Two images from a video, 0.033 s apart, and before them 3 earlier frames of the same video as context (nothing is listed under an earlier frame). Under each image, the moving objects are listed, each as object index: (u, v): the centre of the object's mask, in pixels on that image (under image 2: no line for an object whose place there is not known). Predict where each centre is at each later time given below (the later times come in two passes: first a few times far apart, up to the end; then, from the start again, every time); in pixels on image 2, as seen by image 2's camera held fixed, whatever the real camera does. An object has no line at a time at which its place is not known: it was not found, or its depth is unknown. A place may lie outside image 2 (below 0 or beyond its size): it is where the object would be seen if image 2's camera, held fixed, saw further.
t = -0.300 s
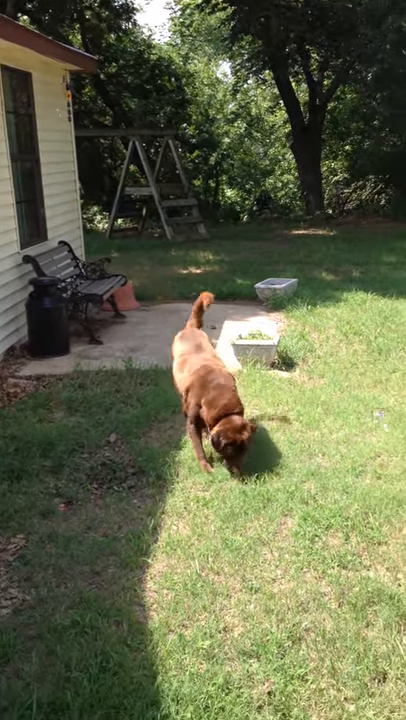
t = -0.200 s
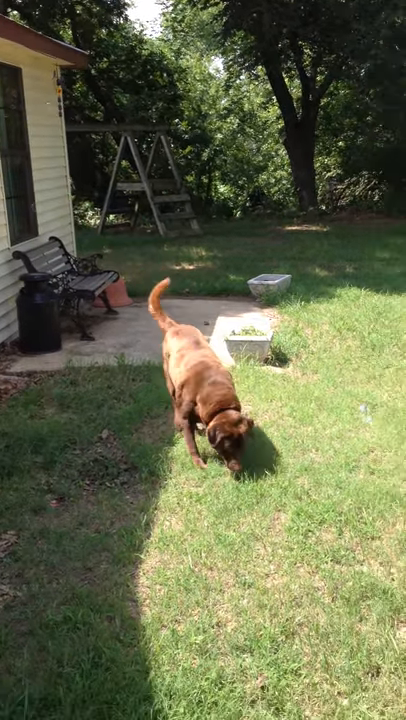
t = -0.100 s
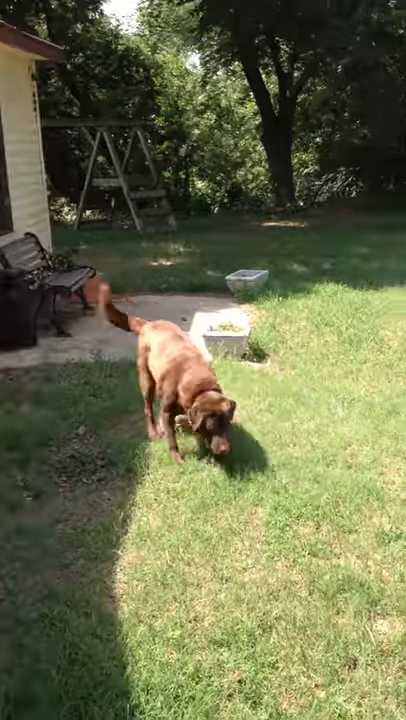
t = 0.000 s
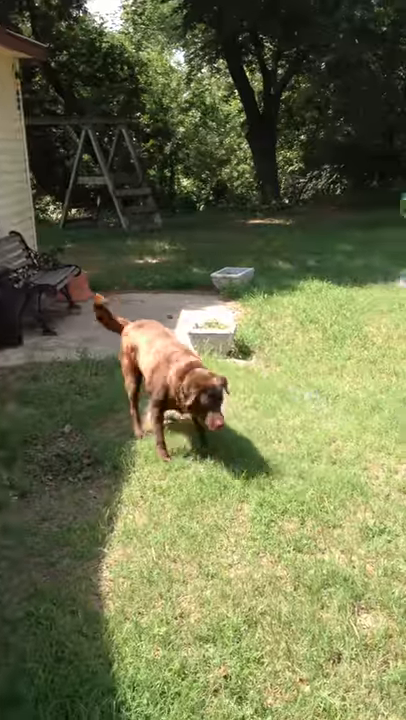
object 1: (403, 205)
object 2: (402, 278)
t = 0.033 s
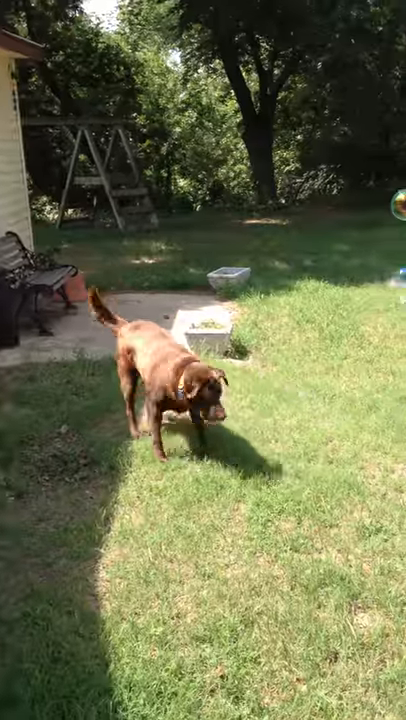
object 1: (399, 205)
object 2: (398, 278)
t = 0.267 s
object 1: (373, 210)
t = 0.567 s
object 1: (342, 216)
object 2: (360, 284)
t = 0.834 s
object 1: (319, 222)
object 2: (351, 286)
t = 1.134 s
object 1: (296, 231)
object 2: (338, 286)
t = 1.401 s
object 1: (277, 240)
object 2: (331, 280)
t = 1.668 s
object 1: (261, 247)
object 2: (326, 278)
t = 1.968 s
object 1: (244, 251)
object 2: (321, 274)
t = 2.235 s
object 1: (233, 256)
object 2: (321, 270)
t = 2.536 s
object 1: (223, 261)
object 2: (319, 267)
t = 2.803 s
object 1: (216, 266)
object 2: (316, 264)
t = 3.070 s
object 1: (208, 271)
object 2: (308, 259)
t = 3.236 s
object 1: (203, 283)
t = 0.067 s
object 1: (398, 205)
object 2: (399, 279)
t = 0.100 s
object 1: (396, 206)
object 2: (399, 277)
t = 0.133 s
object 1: (392, 206)
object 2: (395, 279)
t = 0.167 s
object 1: (386, 207)
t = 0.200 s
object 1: (381, 208)
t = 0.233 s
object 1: (377, 208)
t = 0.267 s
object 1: (373, 210)
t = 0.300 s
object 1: (369, 210)
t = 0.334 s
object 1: (365, 211)
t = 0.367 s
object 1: (361, 212)
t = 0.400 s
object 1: (358, 213)
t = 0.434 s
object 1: (355, 213)
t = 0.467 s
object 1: (351, 214)
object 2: (365, 284)
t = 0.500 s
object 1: (348, 215)
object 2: (361, 283)
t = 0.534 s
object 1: (345, 216)
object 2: (359, 283)
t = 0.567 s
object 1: (342, 216)
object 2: (360, 284)
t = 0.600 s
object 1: (339, 217)
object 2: (358, 284)
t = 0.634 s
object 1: (335, 218)
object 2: (356, 283)
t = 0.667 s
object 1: (333, 218)
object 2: (355, 284)
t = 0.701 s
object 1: (330, 219)
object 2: (354, 284)
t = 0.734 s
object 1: (327, 220)
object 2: (354, 286)
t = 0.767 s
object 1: (324, 220)
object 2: (354, 286)
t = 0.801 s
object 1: (322, 221)
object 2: (353, 287)
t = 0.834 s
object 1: (319, 222)
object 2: (351, 286)
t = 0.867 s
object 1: (316, 223)
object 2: (349, 286)
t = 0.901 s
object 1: (314, 224)
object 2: (348, 287)
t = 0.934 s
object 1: (311, 225)
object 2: (348, 287)
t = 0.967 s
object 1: (308, 226)
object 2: (347, 288)
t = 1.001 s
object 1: (306, 226)
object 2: (346, 288)
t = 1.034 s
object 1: (303, 228)
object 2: (341, 287)
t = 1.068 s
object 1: (301, 229)
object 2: (340, 285)
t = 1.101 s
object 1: (298, 230)
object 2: (339, 286)
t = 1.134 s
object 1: (296, 231)
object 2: (338, 286)
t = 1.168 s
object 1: (293, 232)
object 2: (336, 285)
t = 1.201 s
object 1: (290, 233)
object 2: (334, 284)
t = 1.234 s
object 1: (288, 234)
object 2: (334, 284)
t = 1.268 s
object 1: (286, 236)
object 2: (333, 283)
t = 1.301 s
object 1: (284, 237)
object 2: (333, 283)
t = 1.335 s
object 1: (281, 238)
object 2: (333, 282)
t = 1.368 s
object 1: (279, 239)
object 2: (331, 281)
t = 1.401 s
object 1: (277, 240)
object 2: (331, 280)
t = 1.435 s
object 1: (275, 241)
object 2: (330, 280)
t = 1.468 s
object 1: (273, 242)
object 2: (330, 280)
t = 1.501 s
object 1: (271, 243)
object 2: (330, 279)
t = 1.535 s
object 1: (269, 244)
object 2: (328, 279)
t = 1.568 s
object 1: (267, 244)
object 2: (328, 278)
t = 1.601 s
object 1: (265, 245)
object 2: (327, 278)
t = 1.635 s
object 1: (263, 246)
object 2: (326, 278)
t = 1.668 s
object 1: (261, 247)
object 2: (326, 278)
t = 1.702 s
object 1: (259, 247)
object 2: (325, 277)
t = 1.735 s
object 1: (257, 248)
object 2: (324, 276)
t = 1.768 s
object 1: (255, 248)
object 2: (323, 276)
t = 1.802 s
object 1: (253, 249)
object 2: (323, 276)
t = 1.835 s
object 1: (251, 249)
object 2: (323, 276)
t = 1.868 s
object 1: (249, 249)
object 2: (323, 275)
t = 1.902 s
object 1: (247, 250)
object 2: (323, 275)
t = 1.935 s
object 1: (246, 250)
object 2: (322, 275)
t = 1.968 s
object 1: (244, 251)
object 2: (321, 274)
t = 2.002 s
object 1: (242, 251)
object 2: (321, 273)
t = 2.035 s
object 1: (241, 252)
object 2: (321, 272)
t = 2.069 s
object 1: (239, 252)
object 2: (321, 272)
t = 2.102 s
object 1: (238, 253)
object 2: (321, 271)
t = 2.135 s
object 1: (236, 254)
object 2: (321, 271)
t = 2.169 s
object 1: (235, 254)
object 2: (321, 271)
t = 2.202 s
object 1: (234, 255)
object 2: (321, 271)
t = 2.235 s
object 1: (233, 256)
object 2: (321, 270)
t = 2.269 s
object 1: (231, 256)
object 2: (321, 269)
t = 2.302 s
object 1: (230, 257)
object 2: (320, 269)
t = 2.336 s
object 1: (229, 258)
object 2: (321, 269)
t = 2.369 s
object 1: (228, 258)
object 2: (321, 268)
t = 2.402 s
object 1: (227, 259)
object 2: (320, 268)
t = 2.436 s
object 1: (226, 259)
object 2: (320, 268)
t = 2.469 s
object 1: (225, 260)
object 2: (320, 268)
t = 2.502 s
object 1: (224, 260)
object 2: (320, 268)
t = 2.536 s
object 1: (223, 261)
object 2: (319, 267)
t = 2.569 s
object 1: (222, 262)
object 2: (319, 268)
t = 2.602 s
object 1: (221, 263)
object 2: (319, 267)
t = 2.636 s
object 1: (220, 263)
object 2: (320, 267)
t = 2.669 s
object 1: (219, 264)
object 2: (319, 267)
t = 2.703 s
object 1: (220, 265)
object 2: (318, 266)
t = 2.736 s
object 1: (218, 265)
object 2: (318, 266)
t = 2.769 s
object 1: (216, 265)
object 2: (317, 265)
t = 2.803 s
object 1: (216, 266)
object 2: (316, 264)
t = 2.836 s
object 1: (215, 267)
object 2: (315, 264)
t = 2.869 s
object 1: (213, 268)
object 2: (314, 263)
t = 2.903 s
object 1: (213, 268)
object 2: (313, 263)
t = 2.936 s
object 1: (213, 268)
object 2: (312, 262)
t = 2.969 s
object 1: (211, 269)
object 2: (311, 261)
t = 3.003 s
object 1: (210, 269)
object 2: (310, 260)
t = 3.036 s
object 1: (208, 270)
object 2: (309, 260)
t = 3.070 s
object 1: (208, 271)
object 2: (308, 259)
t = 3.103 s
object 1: (206, 273)
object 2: (306, 258)
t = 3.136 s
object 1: (206, 281)
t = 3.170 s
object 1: (205, 282)
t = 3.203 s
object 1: (204, 282)
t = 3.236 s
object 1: (203, 283)
